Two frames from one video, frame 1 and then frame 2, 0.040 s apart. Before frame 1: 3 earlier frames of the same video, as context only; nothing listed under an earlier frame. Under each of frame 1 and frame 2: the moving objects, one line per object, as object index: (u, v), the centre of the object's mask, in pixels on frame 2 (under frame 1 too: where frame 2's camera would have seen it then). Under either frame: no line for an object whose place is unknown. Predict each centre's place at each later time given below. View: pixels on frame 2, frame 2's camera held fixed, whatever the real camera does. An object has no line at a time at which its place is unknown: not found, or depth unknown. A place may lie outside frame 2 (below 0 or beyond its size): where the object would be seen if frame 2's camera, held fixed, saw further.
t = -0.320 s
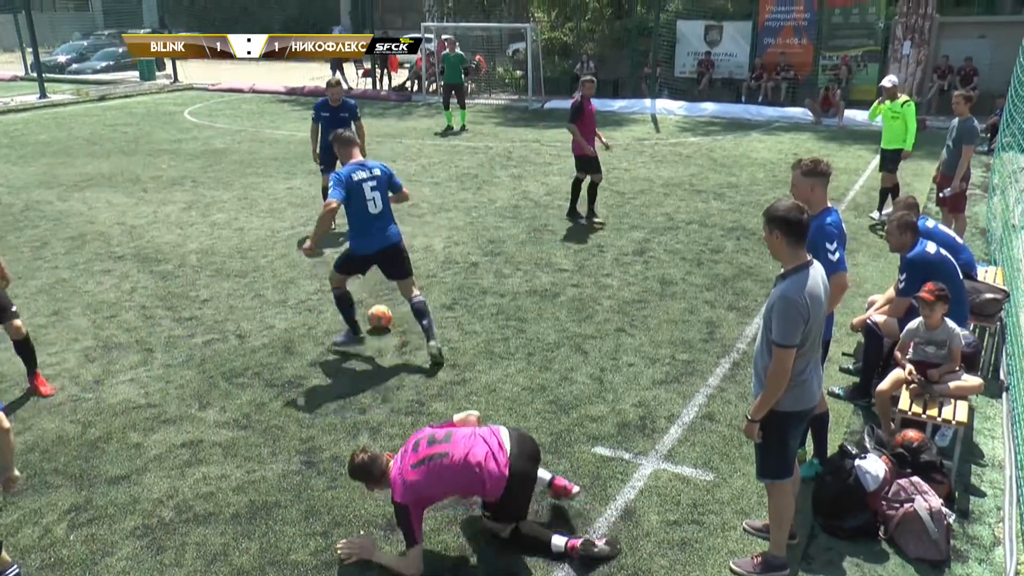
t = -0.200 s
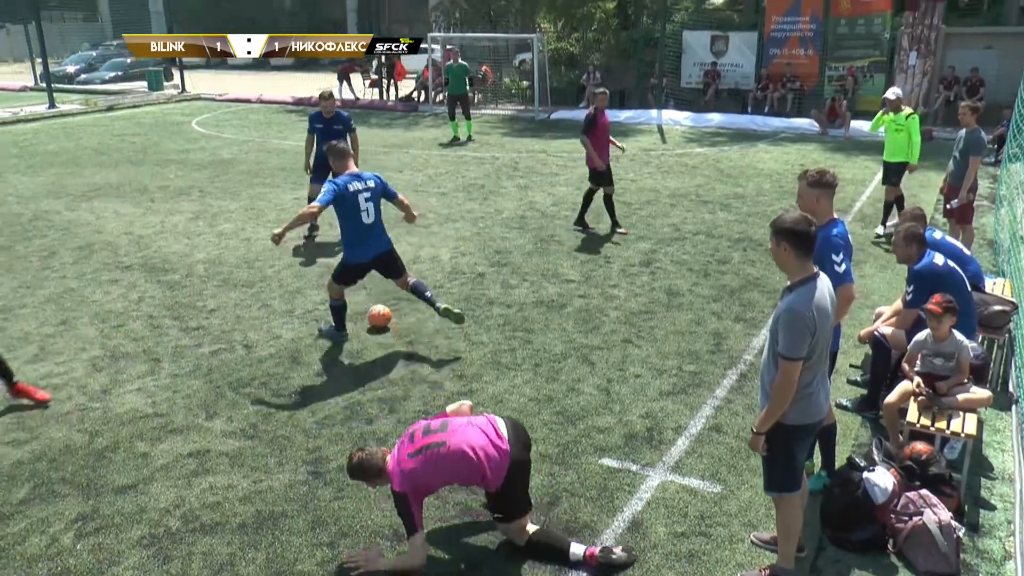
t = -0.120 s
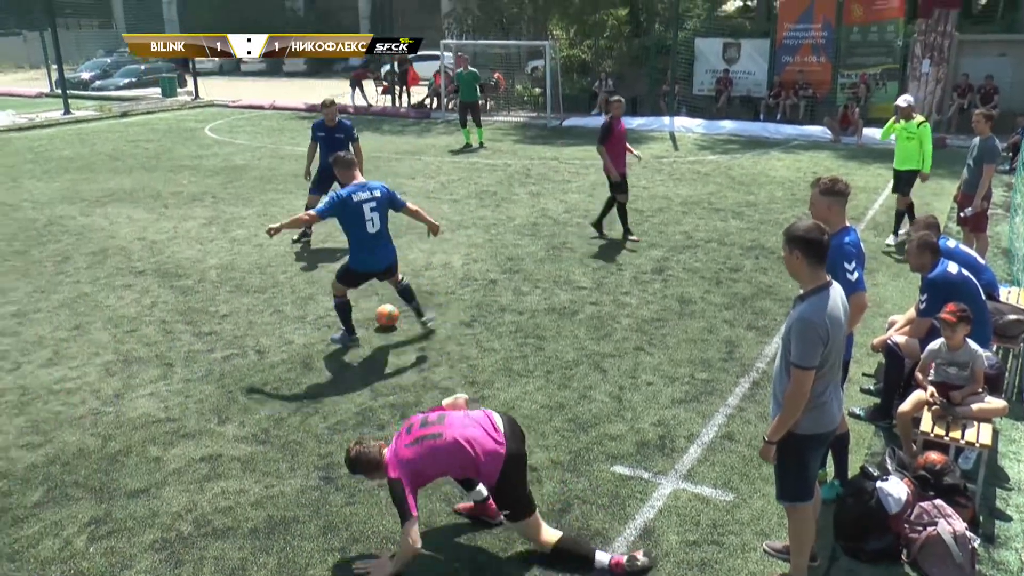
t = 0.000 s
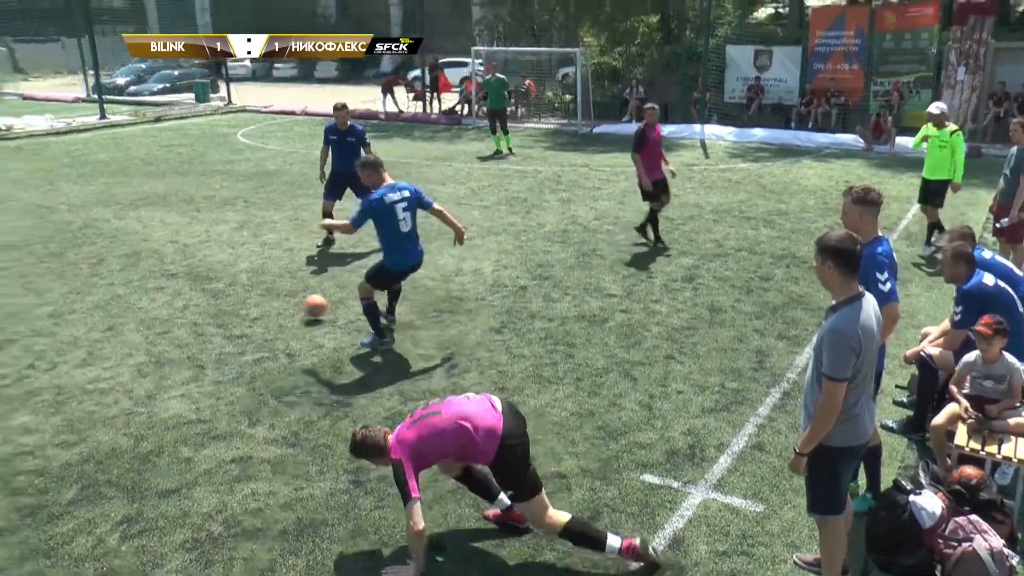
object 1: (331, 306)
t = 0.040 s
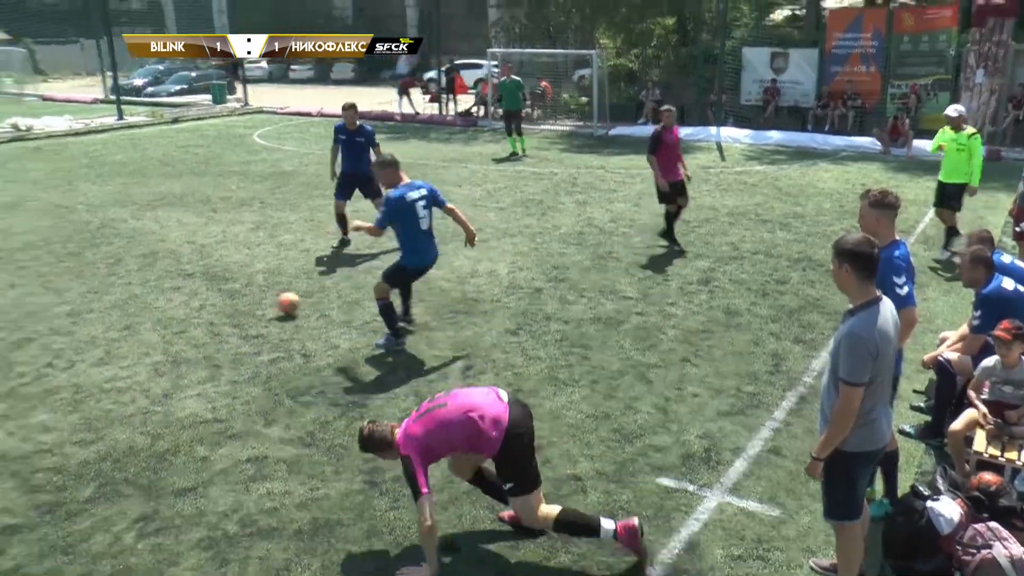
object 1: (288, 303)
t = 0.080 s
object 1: (249, 301)
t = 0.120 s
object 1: (214, 295)
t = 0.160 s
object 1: (180, 290)
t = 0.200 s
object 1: (147, 286)
